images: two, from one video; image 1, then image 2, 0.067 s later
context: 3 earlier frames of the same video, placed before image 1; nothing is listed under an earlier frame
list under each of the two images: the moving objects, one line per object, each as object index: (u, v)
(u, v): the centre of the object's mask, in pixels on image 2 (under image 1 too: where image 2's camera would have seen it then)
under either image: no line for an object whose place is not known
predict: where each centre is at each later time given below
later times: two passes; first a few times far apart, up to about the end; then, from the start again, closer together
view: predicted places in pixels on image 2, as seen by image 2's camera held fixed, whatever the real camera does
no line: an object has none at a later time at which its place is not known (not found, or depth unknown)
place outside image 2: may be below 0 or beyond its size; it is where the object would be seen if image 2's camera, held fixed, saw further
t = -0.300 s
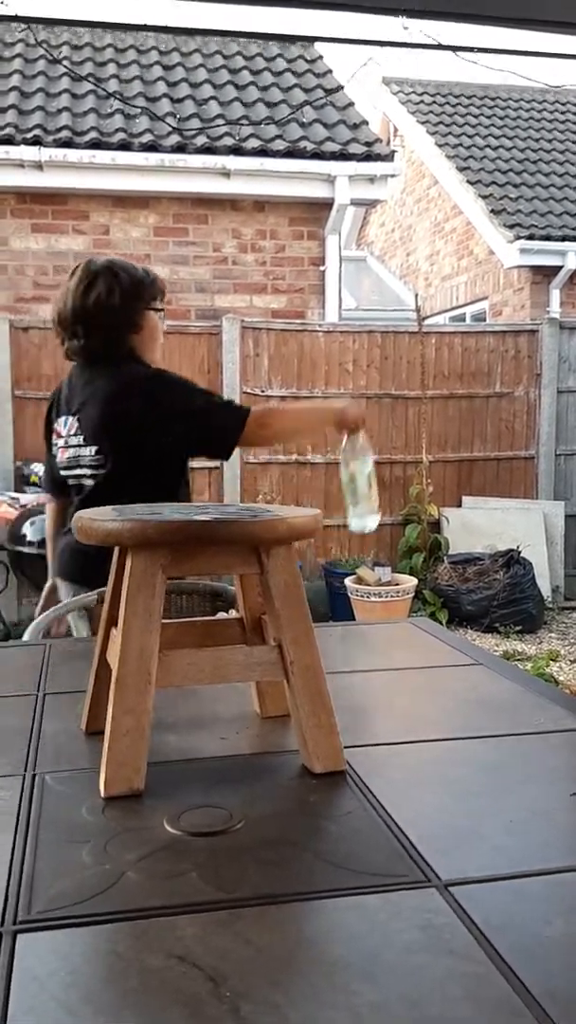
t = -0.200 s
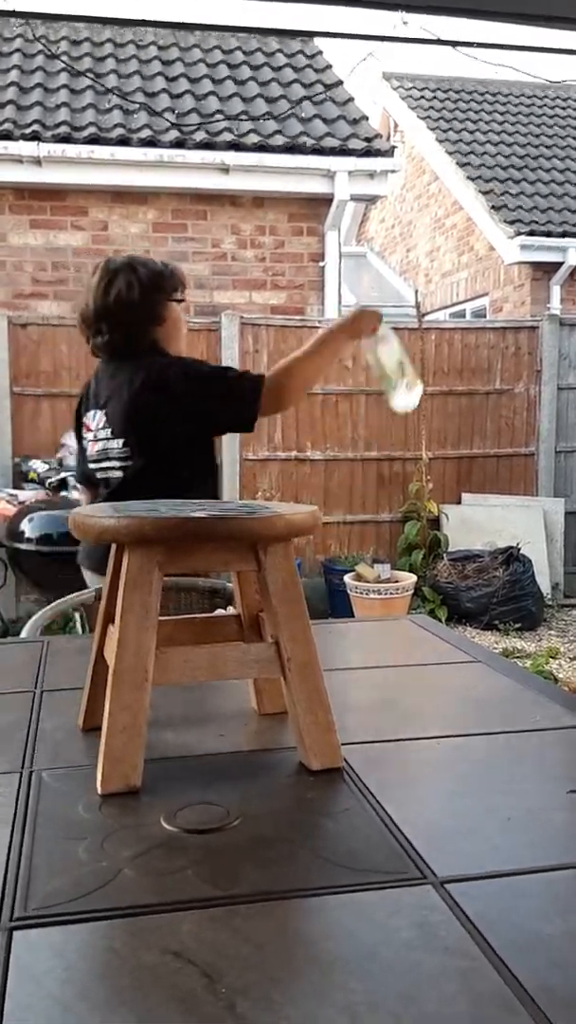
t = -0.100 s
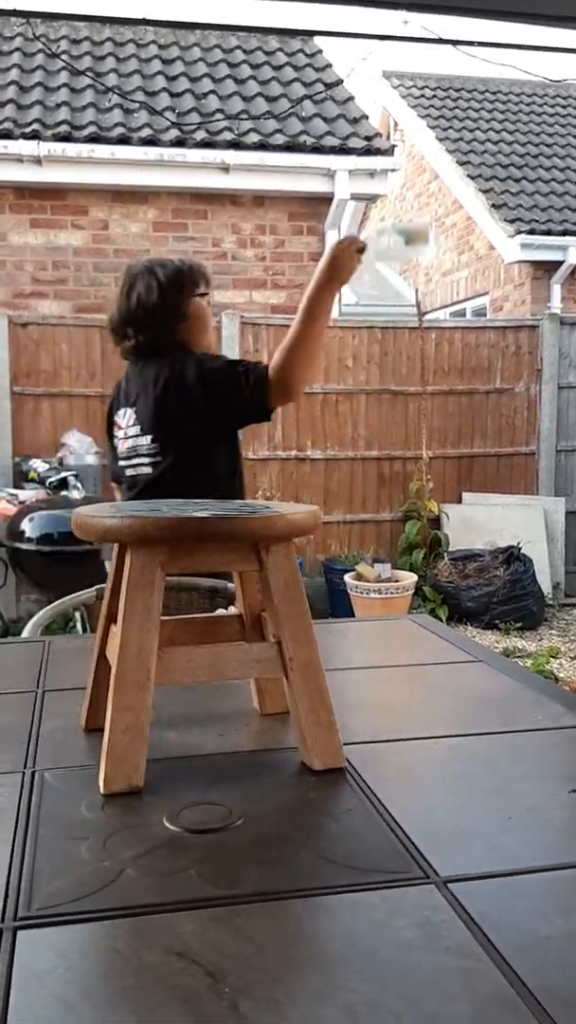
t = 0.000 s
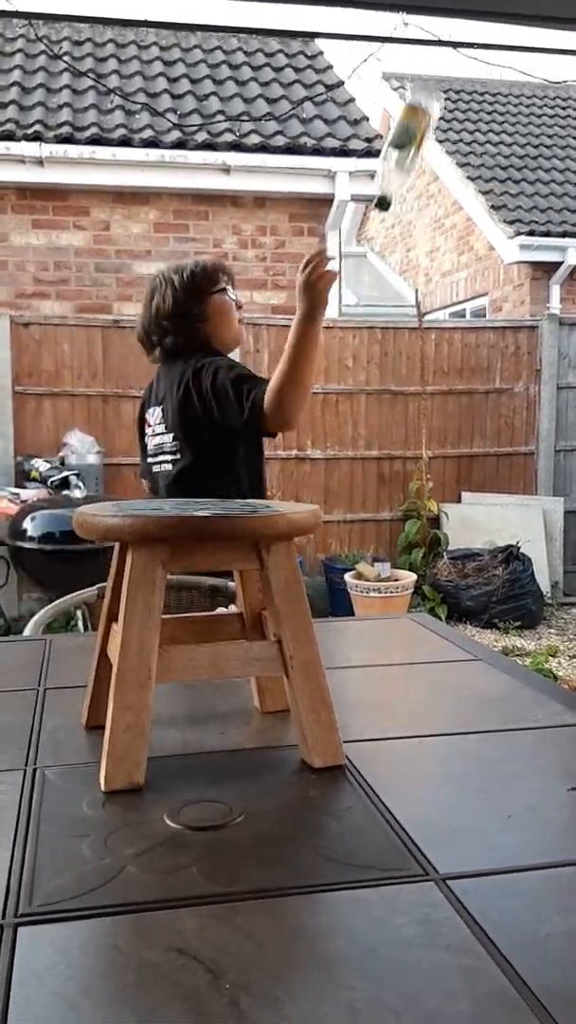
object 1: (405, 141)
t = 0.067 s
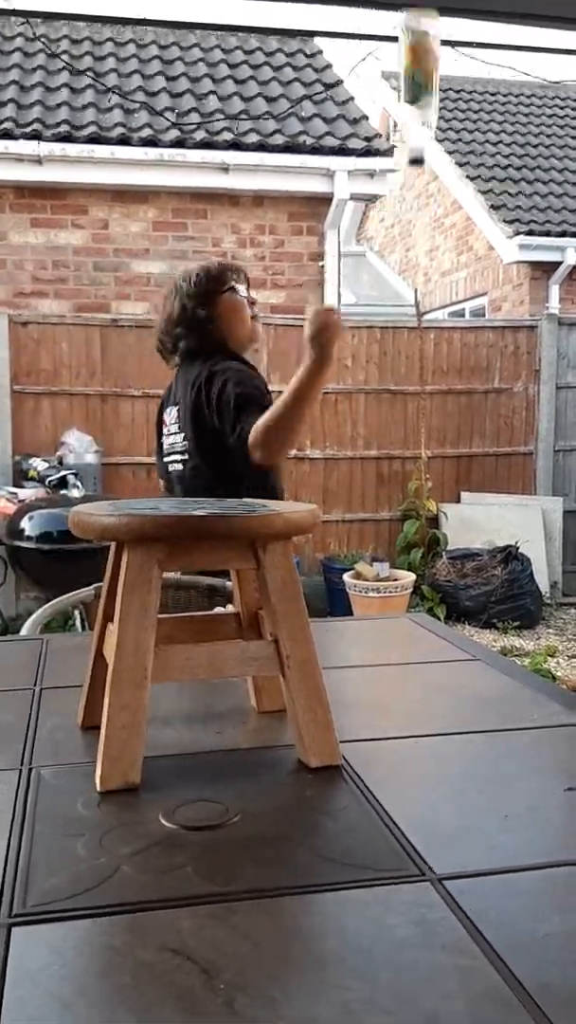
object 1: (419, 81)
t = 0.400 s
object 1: (436, 47)
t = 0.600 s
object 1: (436, 469)
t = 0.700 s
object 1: (430, 724)
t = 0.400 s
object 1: (436, 47)
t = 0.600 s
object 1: (436, 469)
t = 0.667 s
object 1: (434, 699)
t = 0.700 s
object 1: (430, 724)
